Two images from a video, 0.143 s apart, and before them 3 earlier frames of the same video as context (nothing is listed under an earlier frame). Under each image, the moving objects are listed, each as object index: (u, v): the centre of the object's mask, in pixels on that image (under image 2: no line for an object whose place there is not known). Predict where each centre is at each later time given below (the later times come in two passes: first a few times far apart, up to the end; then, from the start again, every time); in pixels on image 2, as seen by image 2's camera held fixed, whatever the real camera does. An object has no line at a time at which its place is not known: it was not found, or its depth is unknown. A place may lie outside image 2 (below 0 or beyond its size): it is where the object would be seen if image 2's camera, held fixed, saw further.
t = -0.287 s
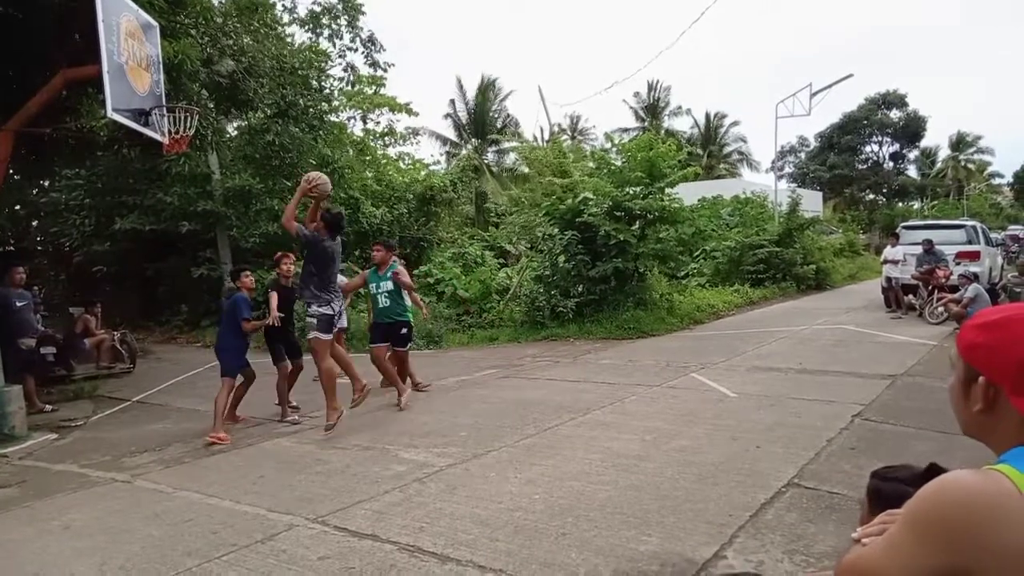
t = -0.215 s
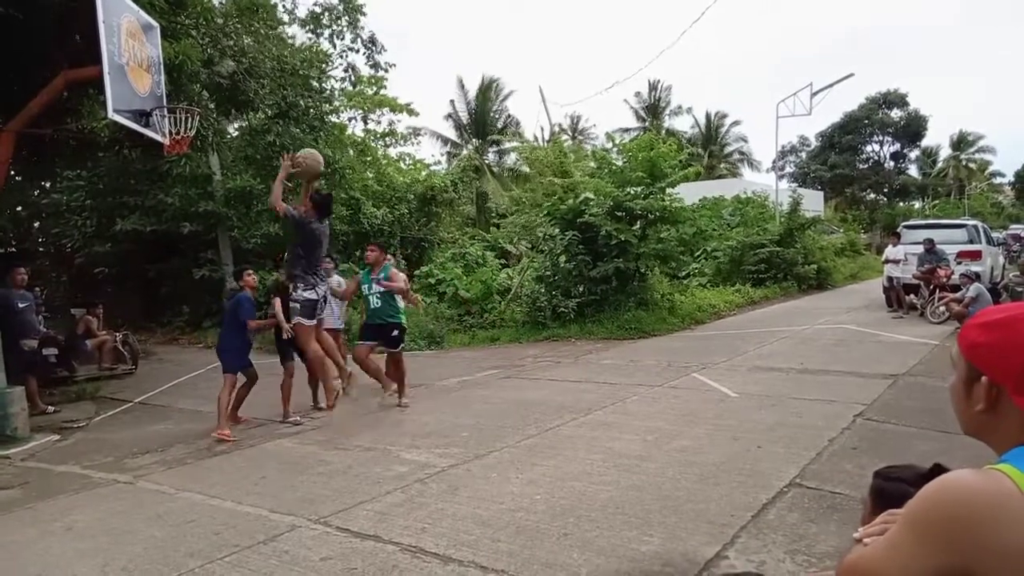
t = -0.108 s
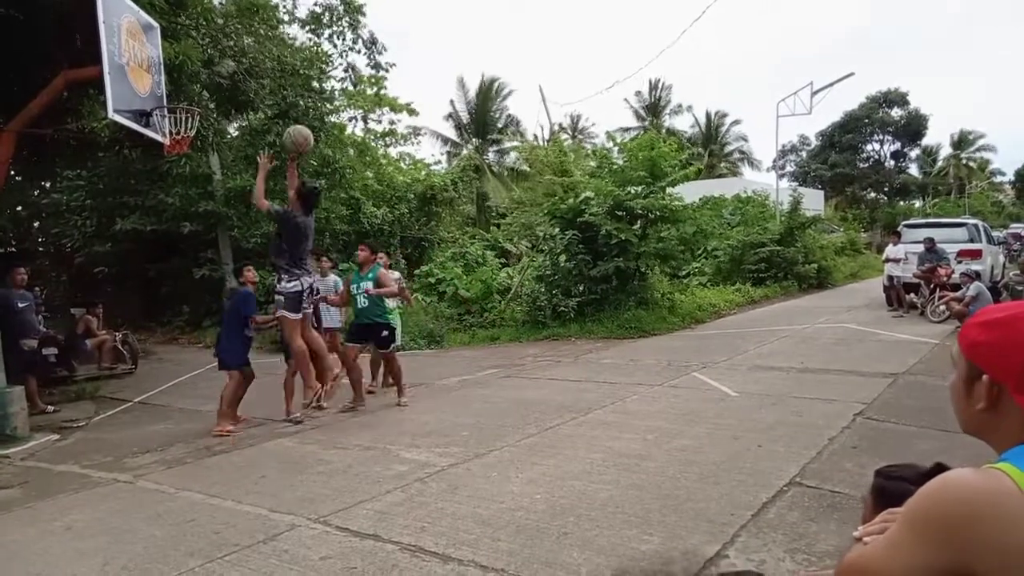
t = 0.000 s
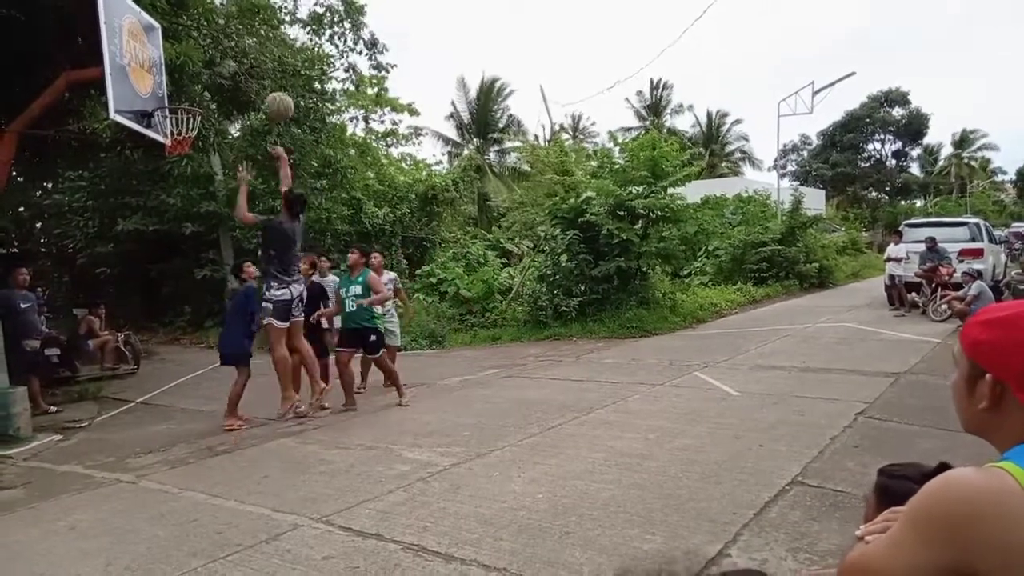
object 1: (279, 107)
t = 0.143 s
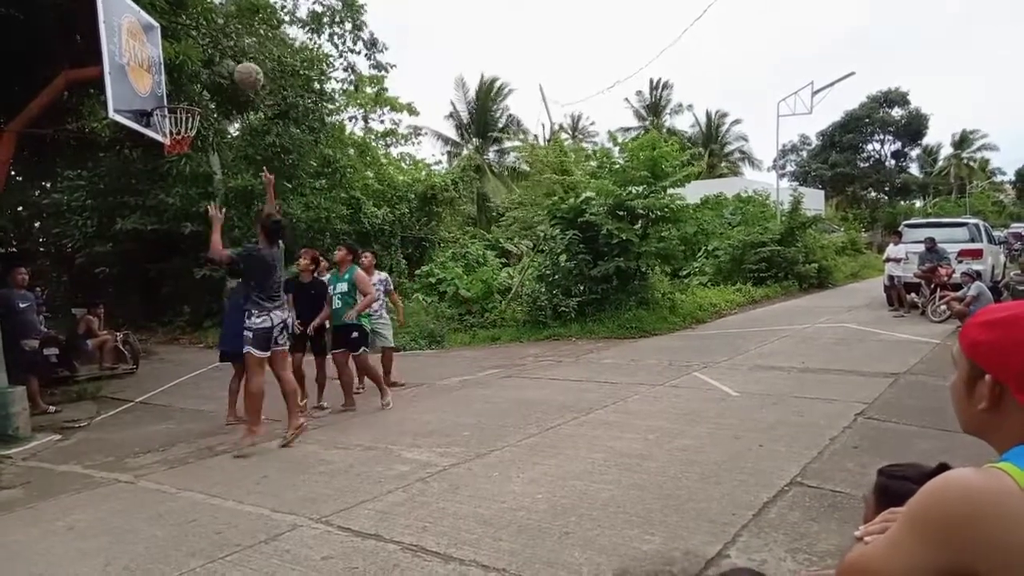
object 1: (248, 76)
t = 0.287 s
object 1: (222, 67)
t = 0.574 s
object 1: (178, 116)
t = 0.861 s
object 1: (184, 162)
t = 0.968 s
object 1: (190, 192)
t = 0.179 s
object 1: (242, 73)
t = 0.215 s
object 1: (235, 68)
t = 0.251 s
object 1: (229, 68)
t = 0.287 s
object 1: (222, 67)
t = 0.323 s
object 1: (216, 71)
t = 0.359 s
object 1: (203, 76)
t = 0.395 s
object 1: (198, 81)
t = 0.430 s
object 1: (192, 87)
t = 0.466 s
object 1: (185, 94)
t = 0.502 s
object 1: (181, 99)
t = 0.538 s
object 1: (177, 108)
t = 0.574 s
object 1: (178, 116)
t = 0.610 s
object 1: (178, 120)
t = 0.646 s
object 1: (179, 129)
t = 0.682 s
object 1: (180, 137)
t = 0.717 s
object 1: (181, 139)
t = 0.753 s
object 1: (182, 143)
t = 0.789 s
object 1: (182, 148)
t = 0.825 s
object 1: (184, 153)
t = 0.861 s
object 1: (184, 162)
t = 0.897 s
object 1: (187, 170)
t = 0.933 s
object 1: (188, 180)
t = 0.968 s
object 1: (190, 192)
